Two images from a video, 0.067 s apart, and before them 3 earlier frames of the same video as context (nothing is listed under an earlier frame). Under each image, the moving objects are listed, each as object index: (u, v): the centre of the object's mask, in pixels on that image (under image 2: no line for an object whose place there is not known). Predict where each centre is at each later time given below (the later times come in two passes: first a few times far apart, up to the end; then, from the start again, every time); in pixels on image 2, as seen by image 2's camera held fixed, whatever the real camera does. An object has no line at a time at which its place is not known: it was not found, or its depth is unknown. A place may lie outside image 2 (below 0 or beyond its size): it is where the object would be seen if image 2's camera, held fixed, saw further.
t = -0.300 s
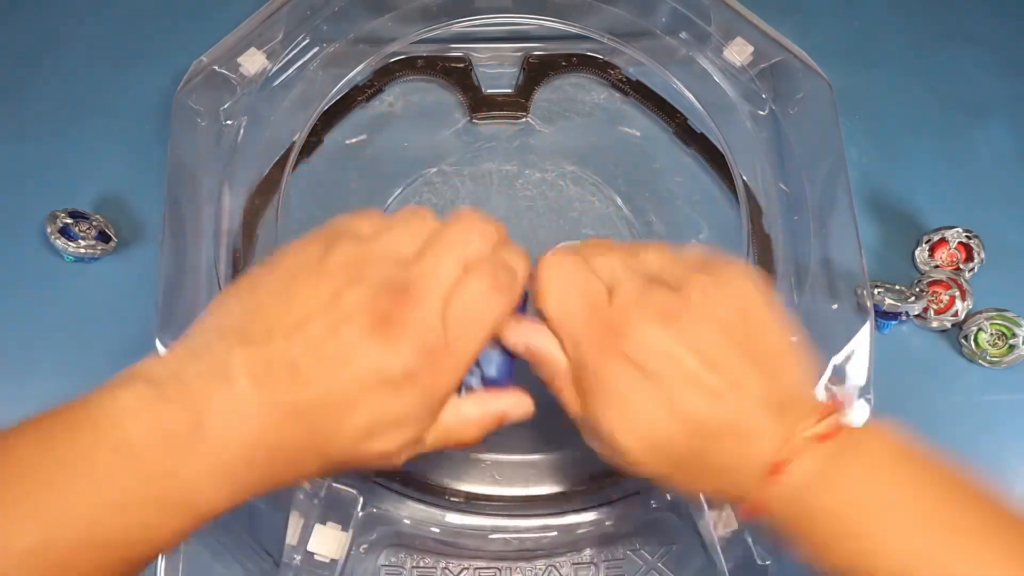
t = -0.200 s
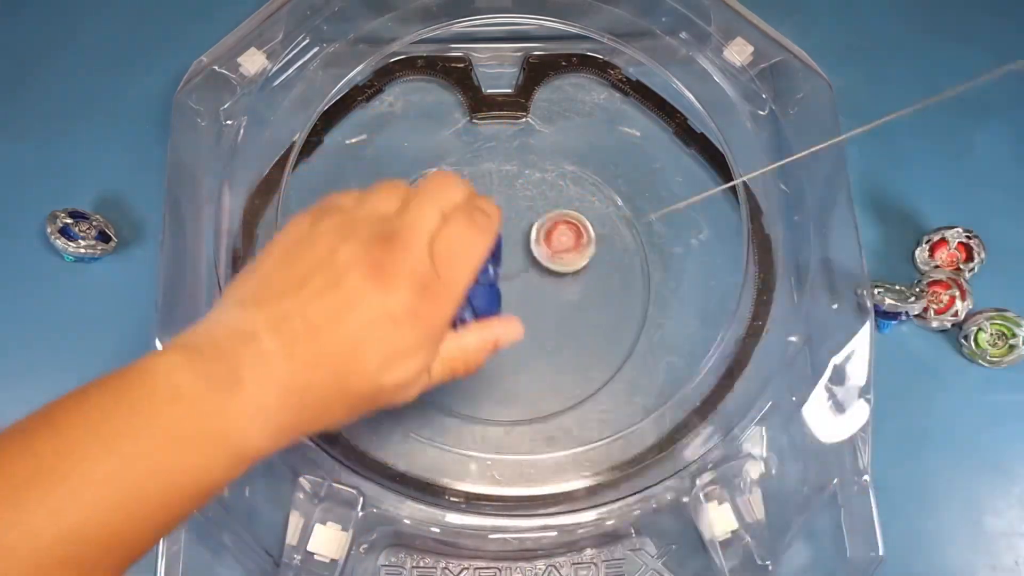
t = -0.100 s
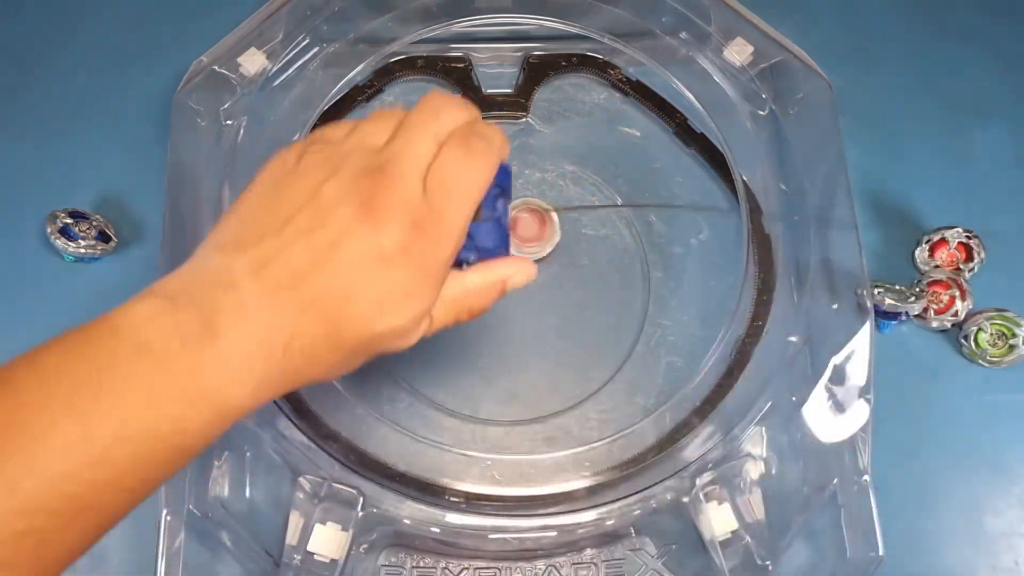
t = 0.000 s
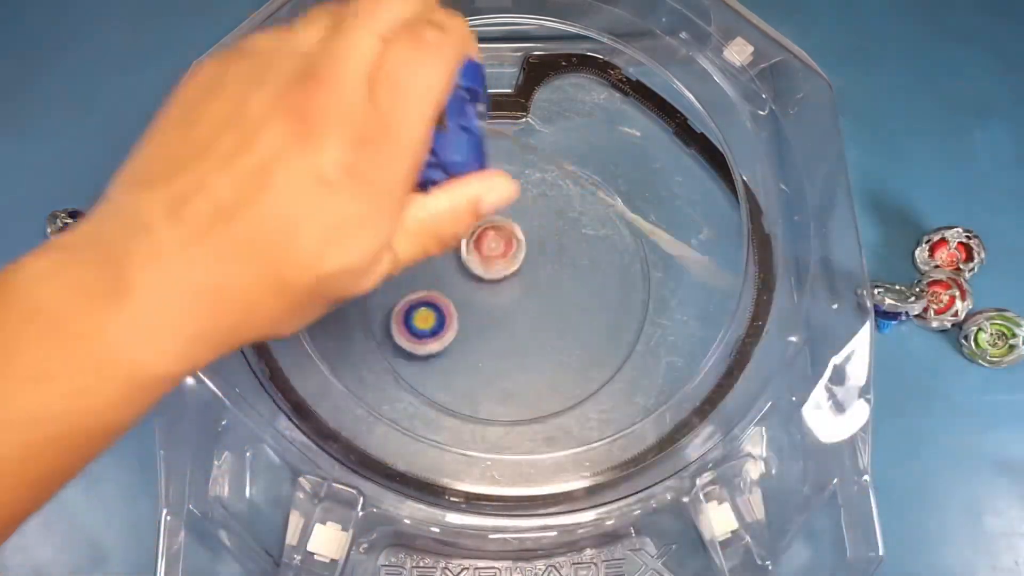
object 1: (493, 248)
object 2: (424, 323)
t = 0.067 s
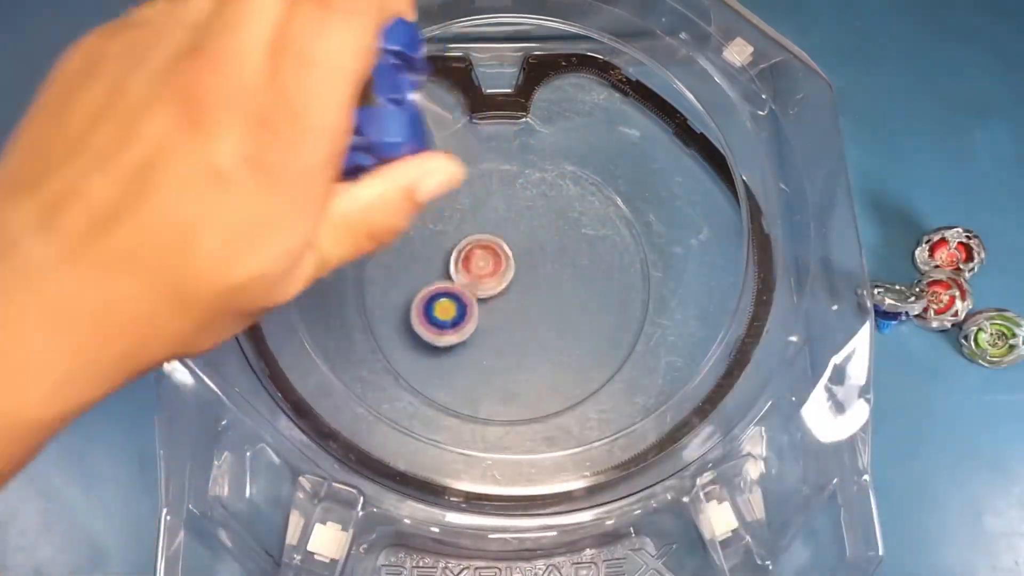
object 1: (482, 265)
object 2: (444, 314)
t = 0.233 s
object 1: (583, 211)
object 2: (376, 399)
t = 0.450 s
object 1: (525, 203)
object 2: (510, 281)
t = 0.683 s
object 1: (437, 219)
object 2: (490, 284)
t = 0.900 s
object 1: (386, 187)
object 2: (552, 458)
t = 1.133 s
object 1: (416, 258)
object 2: (707, 189)
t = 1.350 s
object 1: (494, 281)
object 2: (534, 100)
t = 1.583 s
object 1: (532, 212)
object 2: (465, 399)
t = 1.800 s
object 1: (497, 198)
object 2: (603, 153)
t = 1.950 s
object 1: (488, 227)
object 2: (552, 80)
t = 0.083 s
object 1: (482, 268)
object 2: (450, 314)
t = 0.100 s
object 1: (492, 265)
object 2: (438, 326)
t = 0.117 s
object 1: (507, 256)
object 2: (422, 342)
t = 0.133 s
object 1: (522, 249)
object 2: (406, 360)
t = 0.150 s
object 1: (537, 242)
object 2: (391, 377)
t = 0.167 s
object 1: (548, 234)
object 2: (376, 396)
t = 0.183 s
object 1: (560, 228)
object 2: (362, 412)
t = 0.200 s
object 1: (569, 222)
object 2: (352, 424)
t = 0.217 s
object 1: (577, 216)
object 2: (364, 411)
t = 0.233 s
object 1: (583, 211)
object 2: (376, 399)
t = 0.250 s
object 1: (587, 208)
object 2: (390, 388)
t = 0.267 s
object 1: (590, 206)
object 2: (401, 378)
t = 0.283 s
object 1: (590, 204)
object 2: (412, 367)
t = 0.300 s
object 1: (589, 202)
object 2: (422, 357)
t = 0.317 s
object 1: (586, 201)
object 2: (433, 348)
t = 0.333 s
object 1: (581, 200)
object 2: (444, 340)
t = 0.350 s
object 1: (576, 200)
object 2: (455, 331)
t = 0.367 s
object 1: (569, 200)
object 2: (465, 322)
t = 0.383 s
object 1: (561, 200)
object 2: (476, 313)
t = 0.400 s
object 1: (553, 201)
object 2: (485, 305)
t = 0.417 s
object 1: (544, 201)
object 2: (495, 296)
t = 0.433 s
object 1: (535, 202)
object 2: (503, 288)
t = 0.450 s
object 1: (525, 203)
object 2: (510, 281)
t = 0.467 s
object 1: (516, 204)
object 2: (516, 274)
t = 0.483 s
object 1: (508, 204)
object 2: (521, 268)
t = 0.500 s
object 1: (499, 198)
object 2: (524, 269)
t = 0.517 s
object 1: (491, 193)
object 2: (526, 272)
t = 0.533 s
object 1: (482, 190)
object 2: (527, 273)
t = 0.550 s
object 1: (474, 188)
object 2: (526, 275)
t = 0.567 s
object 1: (468, 187)
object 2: (525, 277)
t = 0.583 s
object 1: (461, 188)
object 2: (523, 279)
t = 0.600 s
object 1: (455, 189)
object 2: (520, 280)
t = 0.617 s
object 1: (450, 193)
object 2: (516, 281)
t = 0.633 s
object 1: (446, 198)
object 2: (511, 282)
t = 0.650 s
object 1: (442, 204)
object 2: (505, 283)
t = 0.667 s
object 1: (439, 211)
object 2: (498, 284)
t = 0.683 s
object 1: (437, 219)
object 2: (490, 284)
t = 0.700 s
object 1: (436, 227)
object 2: (480, 285)
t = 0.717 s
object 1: (432, 228)
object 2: (476, 295)
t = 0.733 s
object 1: (421, 217)
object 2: (477, 318)
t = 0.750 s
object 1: (412, 207)
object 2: (479, 340)
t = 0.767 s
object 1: (404, 199)
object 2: (482, 363)
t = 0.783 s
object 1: (397, 191)
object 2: (487, 384)
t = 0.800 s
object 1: (392, 186)
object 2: (493, 404)
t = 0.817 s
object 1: (390, 184)
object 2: (502, 415)
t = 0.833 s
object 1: (389, 183)
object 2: (512, 423)
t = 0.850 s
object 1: (388, 184)
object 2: (521, 429)
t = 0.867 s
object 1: (387, 185)
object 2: (530, 435)
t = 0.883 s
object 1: (386, 186)
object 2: (538, 455)
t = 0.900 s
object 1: (386, 187)
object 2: (552, 458)
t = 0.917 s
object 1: (386, 189)
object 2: (573, 436)
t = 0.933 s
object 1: (385, 191)
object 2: (591, 411)
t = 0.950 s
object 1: (384, 195)
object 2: (609, 390)
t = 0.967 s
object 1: (385, 200)
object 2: (624, 369)
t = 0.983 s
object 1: (386, 206)
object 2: (640, 348)
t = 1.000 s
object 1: (388, 212)
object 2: (653, 327)
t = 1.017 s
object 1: (390, 217)
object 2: (664, 308)
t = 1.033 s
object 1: (393, 223)
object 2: (674, 287)
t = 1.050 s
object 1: (396, 229)
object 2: (684, 269)
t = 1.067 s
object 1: (399, 235)
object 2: (691, 251)
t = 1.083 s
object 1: (402, 241)
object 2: (698, 234)
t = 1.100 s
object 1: (406, 246)
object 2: (703, 218)
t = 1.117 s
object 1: (411, 253)
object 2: (706, 203)
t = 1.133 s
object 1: (416, 258)
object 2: (707, 189)
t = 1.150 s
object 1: (421, 263)
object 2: (708, 175)
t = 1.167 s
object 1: (427, 268)
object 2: (706, 163)
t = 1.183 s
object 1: (432, 272)
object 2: (704, 151)
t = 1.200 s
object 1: (439, 276)
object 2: (699, 140)
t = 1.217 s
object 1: (445, 279)
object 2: (687, 132)
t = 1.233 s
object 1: (451, 282)
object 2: (671, 124)
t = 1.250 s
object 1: (458, 284)
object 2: (656, 118)
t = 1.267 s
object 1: (464, 285)
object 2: (637, 113)
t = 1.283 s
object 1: (471, 286)
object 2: (618, 108)
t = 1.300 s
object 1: (477, 286)
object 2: (598, 103)
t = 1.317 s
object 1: (483, 284)
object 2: (576, 99)
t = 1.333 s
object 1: (489, 283)
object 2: (554, 96)
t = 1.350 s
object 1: (494, 281)
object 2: (534, 100)
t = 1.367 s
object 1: (500, 279)
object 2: (523, 127)
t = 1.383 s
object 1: (506, 275)
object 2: (511, 159)
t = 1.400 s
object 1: (511, 271)
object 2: (498, 193)
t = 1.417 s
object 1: (519, 269)
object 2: (486, 226)
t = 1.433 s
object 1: (526, 259)
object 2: (472, 267)
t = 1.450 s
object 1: (526, 255)
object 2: (459, 307)
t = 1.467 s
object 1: (528, 249)
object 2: (446, 347)
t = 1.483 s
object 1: (531, 243)
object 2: (438, 372)
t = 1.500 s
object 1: (533, 238)
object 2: (432, 398)
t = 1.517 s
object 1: (534, 232)
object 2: (426, 425)
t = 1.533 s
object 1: (535, 227)
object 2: (419, 452)
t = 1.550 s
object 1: (535, 221)
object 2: (425, 449)
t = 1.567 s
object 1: (534, 216)
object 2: (444, 423)
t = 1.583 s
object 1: (532, 212)
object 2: (465, 399)
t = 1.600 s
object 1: (531, 209)
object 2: (482, 378)
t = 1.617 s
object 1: (528, 206)
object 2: (499, 357)
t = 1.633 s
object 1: (525, 204)
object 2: (514, 335)
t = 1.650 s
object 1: (522, 201)
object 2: (531, 313)
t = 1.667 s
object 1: (520, 198)
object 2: (545, 293)
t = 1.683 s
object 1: (517, 195)
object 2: (558, 272)
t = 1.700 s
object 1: (515, 193)
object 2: (568, 254)
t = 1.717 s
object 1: (511, 192)
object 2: (578, 235)
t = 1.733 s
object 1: (508, 191)
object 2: (587, 215)
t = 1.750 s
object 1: (506, 192)
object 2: (594, 199)
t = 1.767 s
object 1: (503, 194)
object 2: (599, 181)
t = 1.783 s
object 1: (499, 196)
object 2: (602, 167)
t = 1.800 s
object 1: (497, 198)
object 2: (603, 153)
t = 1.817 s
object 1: (494, 200)
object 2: (600, 141)
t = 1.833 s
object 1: (491, 202)
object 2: (599, 130)
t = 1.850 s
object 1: (490, 204)
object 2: (597, 122)
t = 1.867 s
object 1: (488, 207)
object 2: (593, 113)
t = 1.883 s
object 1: (487, 210)
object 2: (586, 103)
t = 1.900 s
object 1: (486, 214)
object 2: (579, 97)
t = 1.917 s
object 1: (487, 218)
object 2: (571, 92)
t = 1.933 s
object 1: (487, 222)
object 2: (562, 85)
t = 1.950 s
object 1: (488, 227)
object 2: (552, 80)
